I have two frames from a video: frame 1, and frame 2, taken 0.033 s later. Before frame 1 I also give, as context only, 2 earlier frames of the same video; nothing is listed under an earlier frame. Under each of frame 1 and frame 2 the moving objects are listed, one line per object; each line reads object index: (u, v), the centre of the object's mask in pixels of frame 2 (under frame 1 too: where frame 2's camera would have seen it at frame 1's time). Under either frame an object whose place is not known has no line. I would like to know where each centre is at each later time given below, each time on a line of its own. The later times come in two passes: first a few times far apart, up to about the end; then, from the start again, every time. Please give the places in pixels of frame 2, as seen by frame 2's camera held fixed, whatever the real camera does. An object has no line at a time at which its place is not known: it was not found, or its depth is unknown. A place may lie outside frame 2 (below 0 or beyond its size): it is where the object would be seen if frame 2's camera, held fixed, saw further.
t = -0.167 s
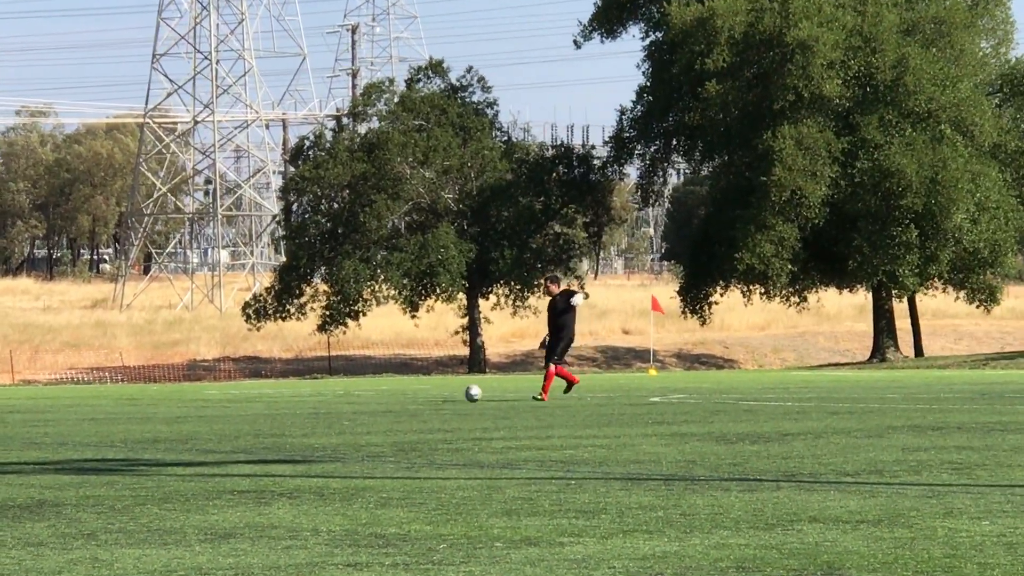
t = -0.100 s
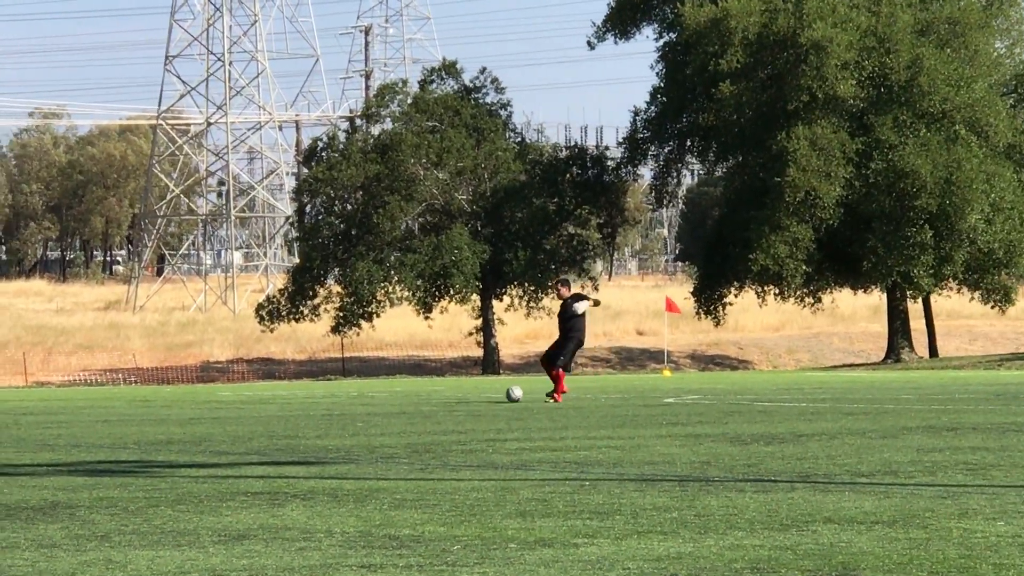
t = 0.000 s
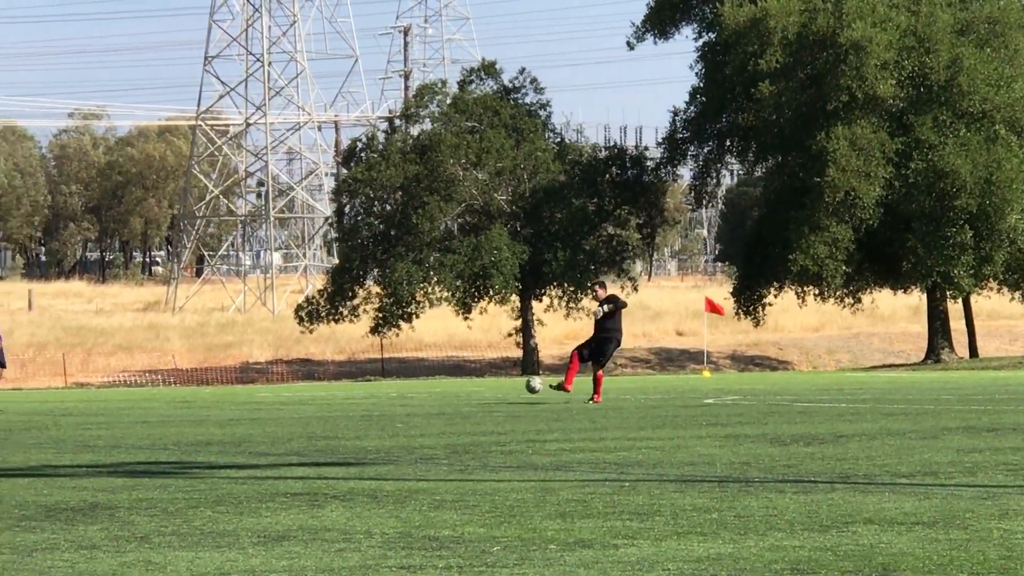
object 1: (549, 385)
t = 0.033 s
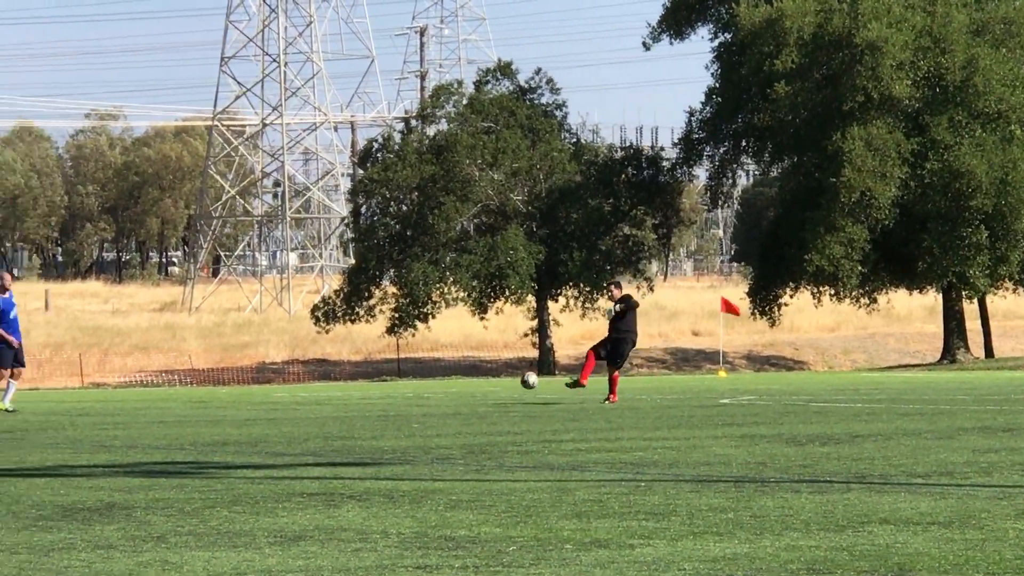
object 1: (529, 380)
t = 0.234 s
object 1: (411, 367)
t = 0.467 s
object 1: (279, 395)
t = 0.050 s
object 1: (520, 378)
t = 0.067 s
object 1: (509, 376)
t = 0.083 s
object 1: (499, 375)
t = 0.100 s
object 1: (490, 373)
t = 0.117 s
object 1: (480, 371)
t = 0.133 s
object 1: (470, 370)
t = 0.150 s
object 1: (460, 369)
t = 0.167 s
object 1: (451, 368)
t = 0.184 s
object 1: (442, 366)
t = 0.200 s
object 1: (431, 366)
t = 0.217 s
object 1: (421, 366)
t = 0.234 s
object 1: (411, 367)
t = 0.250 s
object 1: (402, 366)
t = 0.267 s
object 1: (392, 368)
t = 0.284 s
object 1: (382, 369)
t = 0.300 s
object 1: (373, 369)
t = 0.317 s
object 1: (363, 371)
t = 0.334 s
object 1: (355, 373)
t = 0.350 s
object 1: (345, 374)
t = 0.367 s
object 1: (335, 376)
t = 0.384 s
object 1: (326, 380)
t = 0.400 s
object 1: (317, 382)
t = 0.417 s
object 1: (307, 385)
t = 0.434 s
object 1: (298, 388)
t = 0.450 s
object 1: (288, 391)
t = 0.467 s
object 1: (279, 395)
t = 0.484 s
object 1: (268, 399)
